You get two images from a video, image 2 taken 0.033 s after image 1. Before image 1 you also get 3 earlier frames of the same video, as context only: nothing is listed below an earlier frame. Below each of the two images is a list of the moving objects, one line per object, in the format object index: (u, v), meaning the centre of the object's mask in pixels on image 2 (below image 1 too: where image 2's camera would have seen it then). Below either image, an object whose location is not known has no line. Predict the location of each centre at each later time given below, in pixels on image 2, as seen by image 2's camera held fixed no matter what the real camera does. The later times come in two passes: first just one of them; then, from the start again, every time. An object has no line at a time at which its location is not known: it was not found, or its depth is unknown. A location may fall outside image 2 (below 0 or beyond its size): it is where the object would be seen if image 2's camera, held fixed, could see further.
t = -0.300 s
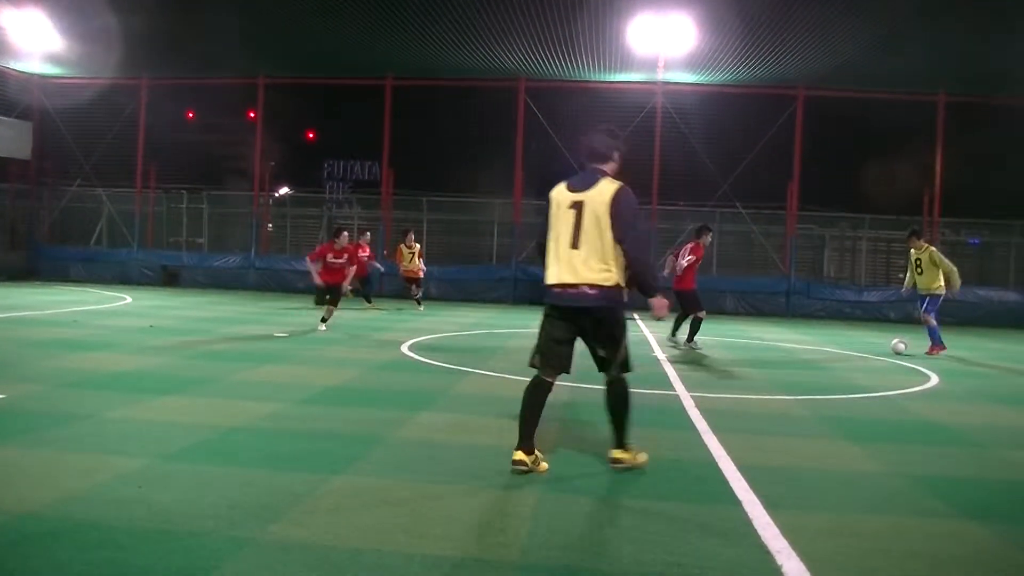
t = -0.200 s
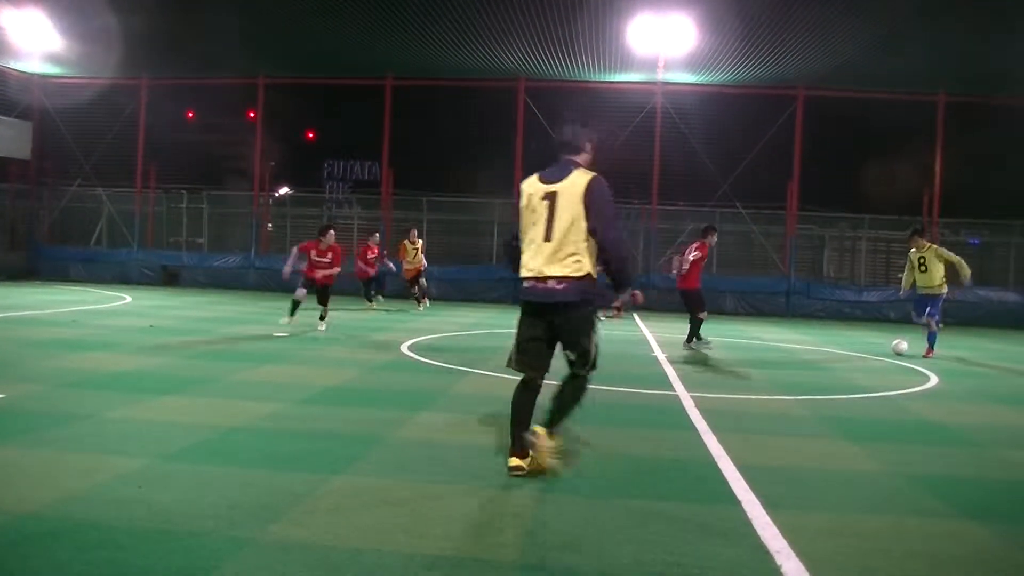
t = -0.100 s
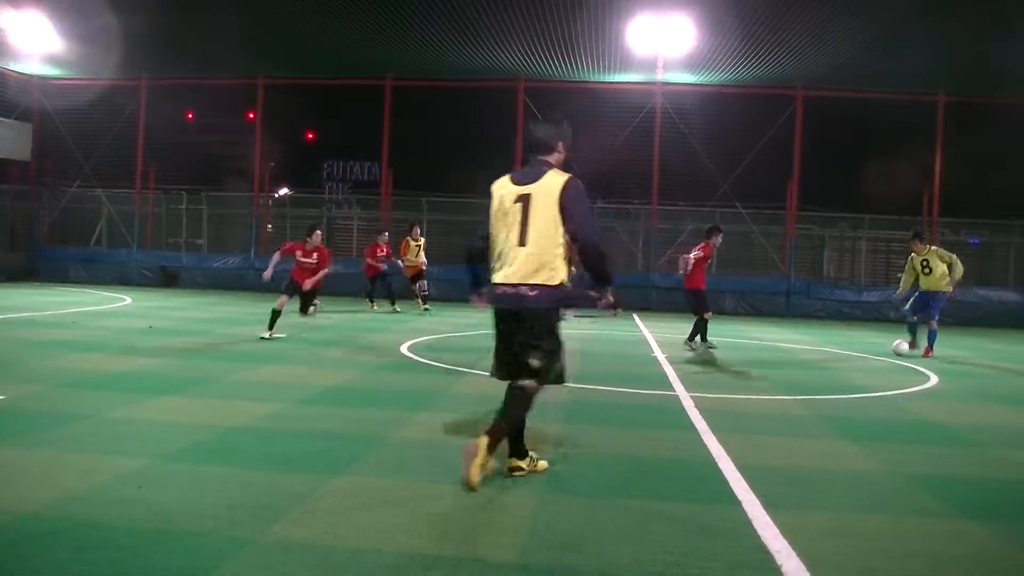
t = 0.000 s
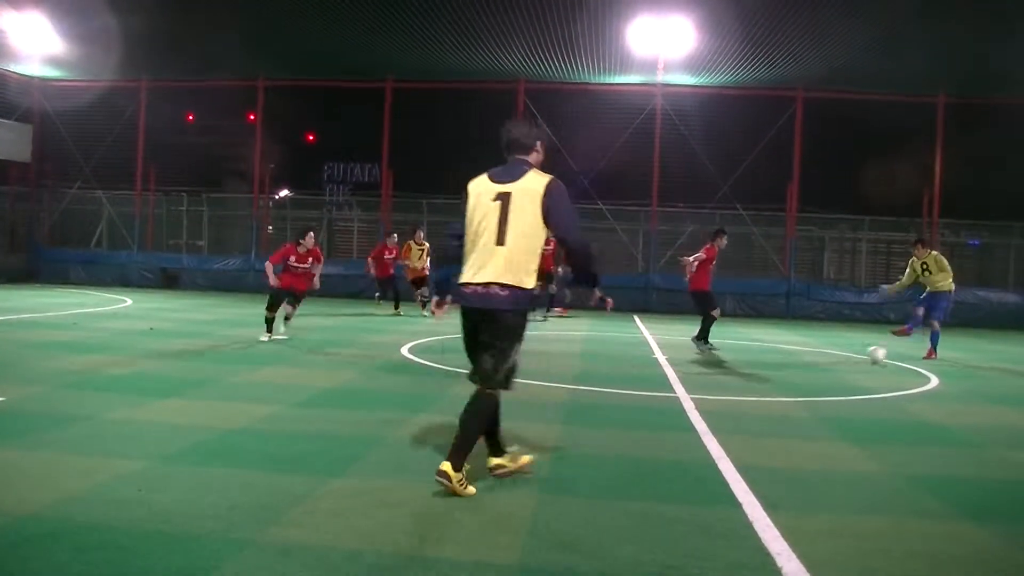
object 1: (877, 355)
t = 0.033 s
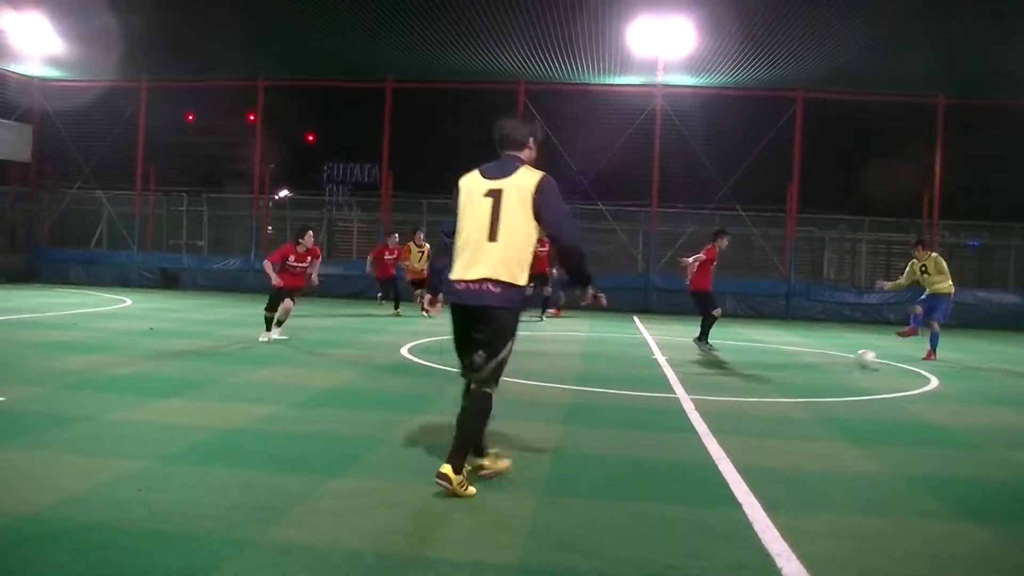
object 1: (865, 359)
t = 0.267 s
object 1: (783, 376)
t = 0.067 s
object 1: (856, 361)
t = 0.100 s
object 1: (845, 364)
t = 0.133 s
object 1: (833, 365)
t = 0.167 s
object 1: (822, 368)
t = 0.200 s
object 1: (809, 370)
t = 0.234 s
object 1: (796, 373)
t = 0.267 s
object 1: (783, 376)
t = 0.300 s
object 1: (769, 379)
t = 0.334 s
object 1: (756, 383)
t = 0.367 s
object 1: (740, 387)
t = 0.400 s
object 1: (726, 389)
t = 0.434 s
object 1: (709, 394)
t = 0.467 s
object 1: (691, 401)
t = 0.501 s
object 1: (674, 403)
